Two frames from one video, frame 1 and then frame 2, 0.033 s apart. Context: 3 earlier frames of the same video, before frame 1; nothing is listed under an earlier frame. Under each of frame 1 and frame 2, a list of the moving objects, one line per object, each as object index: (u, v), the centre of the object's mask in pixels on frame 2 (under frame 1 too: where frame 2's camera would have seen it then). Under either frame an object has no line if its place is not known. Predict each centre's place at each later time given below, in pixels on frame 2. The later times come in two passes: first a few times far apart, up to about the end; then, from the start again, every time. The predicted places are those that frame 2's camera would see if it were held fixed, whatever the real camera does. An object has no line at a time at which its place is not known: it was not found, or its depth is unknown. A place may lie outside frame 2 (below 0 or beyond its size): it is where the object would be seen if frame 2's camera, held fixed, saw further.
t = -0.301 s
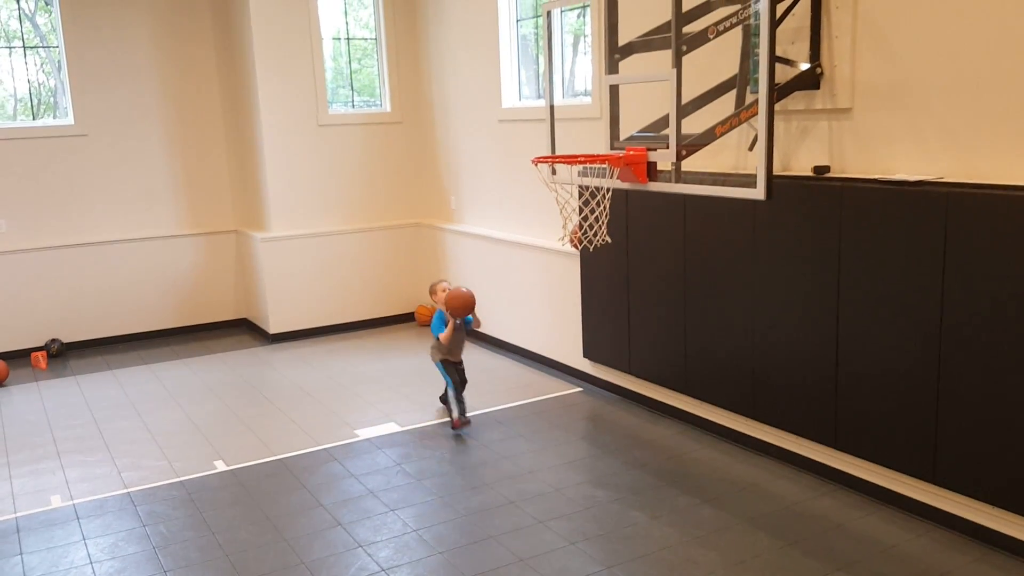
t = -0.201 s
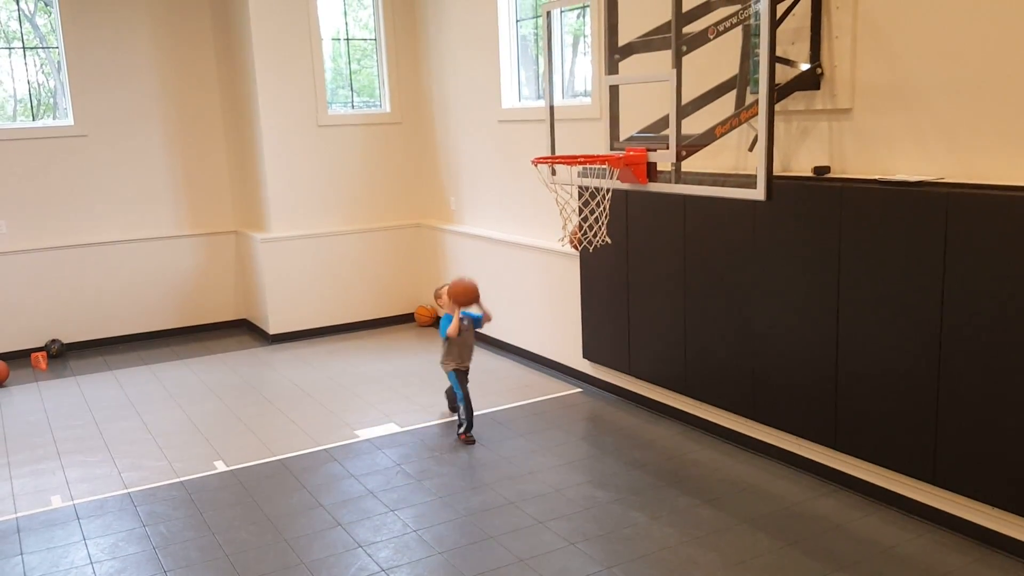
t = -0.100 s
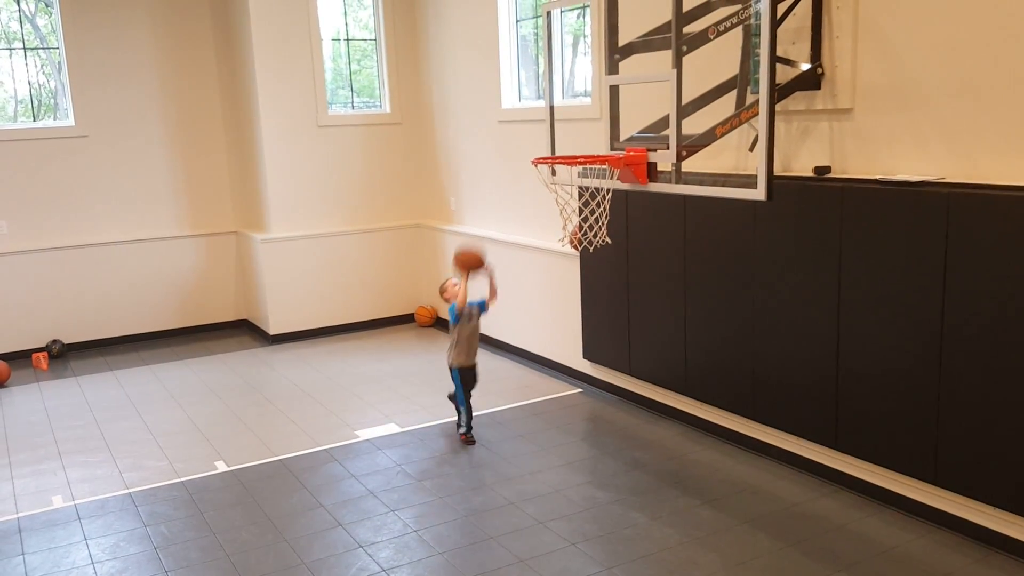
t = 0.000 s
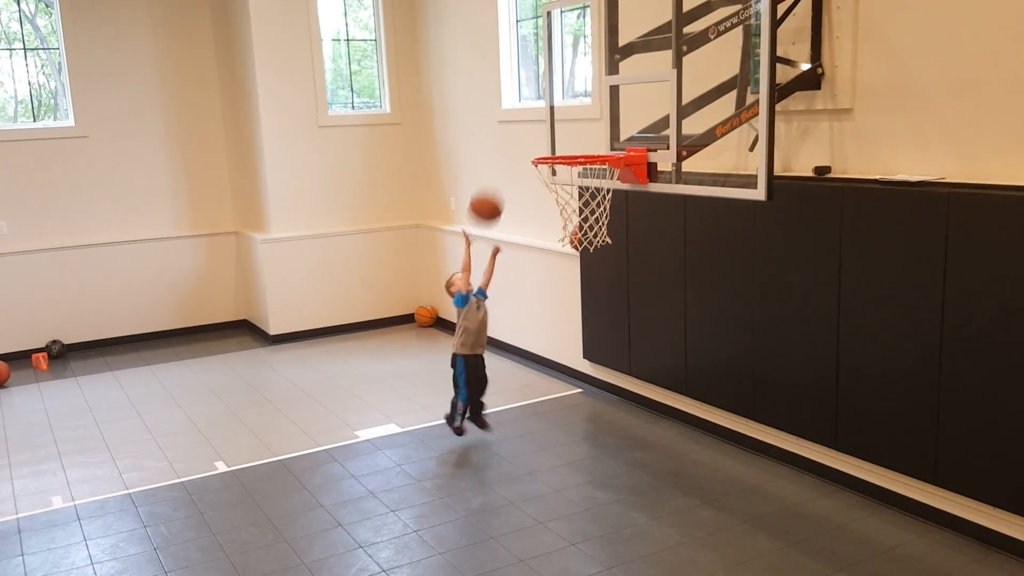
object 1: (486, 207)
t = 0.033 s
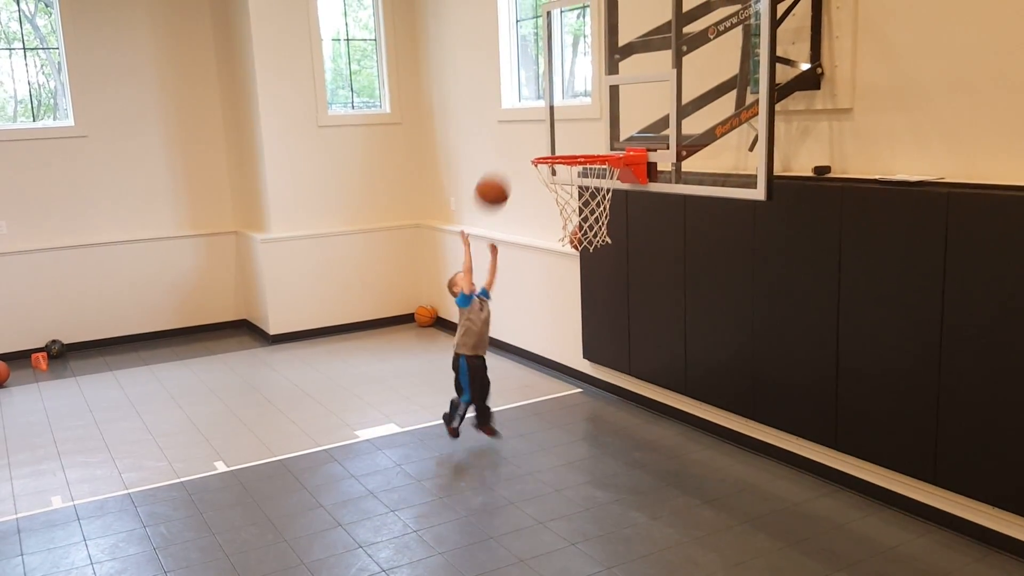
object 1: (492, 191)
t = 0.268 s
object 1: (544, 122)
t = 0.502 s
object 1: (606, 137)
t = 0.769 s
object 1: (603, 129)
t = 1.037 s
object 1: (601, 214)
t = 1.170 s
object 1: (601, 320)
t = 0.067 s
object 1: (499, 177)
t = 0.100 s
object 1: (506, 164)
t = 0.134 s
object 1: (512, 152)
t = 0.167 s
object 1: (520, 142)
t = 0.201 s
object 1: (527, 134)
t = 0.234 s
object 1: (536, 127)
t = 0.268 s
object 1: (544, 122)
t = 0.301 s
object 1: (552, 119)
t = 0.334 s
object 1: (560, 117)
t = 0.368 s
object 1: (569, 118)
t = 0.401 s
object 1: (579, 120)
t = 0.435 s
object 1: (588, 124)
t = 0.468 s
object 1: (598, 131)
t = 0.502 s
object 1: (606, 137)
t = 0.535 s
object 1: (605, 133)
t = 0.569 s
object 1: (605, 131)
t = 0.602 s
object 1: (604, 132)
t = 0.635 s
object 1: (604, 133)
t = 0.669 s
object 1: (604, 135)
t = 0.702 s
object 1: (603, 131)
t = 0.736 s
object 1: (603, 129)
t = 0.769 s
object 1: (603, 129)
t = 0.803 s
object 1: (602, 130)
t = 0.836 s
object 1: (602, 134)
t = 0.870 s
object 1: (601, 141)
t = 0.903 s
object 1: (601, 149)
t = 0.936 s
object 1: (600, 161)
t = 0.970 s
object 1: (601, 175)
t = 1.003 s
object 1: (600, 195)
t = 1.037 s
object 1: (601, 214)
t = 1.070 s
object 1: (601, 239)
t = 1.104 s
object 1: (601, 265)
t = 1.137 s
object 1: (600, 289)
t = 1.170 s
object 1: (601, 320)
